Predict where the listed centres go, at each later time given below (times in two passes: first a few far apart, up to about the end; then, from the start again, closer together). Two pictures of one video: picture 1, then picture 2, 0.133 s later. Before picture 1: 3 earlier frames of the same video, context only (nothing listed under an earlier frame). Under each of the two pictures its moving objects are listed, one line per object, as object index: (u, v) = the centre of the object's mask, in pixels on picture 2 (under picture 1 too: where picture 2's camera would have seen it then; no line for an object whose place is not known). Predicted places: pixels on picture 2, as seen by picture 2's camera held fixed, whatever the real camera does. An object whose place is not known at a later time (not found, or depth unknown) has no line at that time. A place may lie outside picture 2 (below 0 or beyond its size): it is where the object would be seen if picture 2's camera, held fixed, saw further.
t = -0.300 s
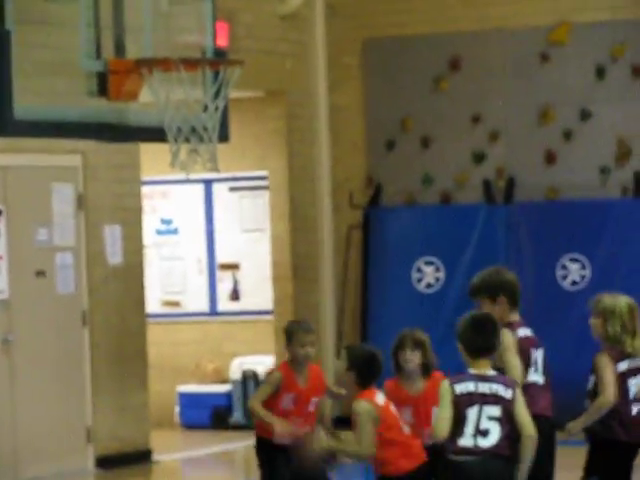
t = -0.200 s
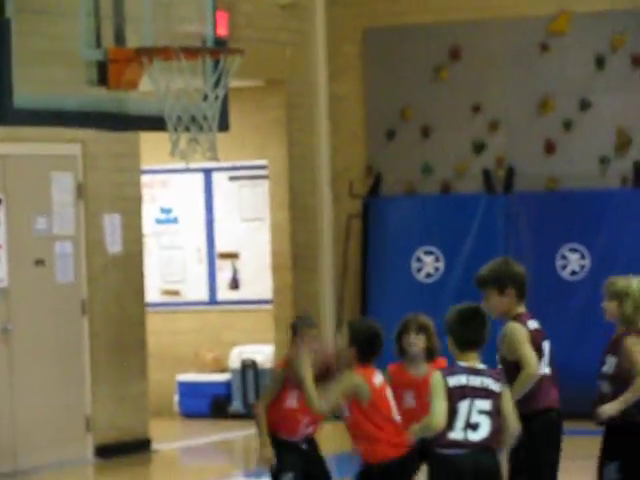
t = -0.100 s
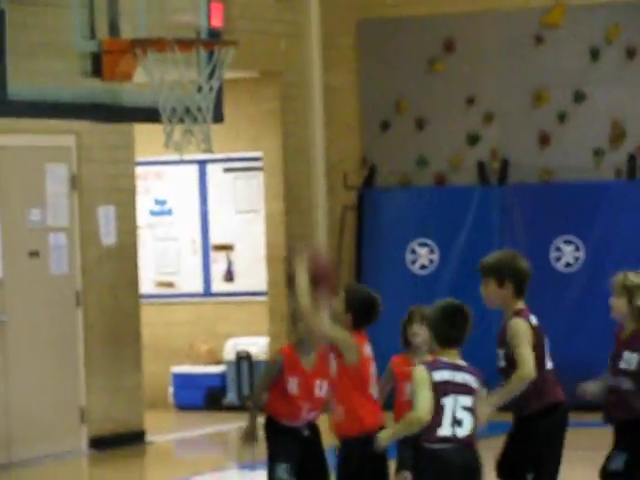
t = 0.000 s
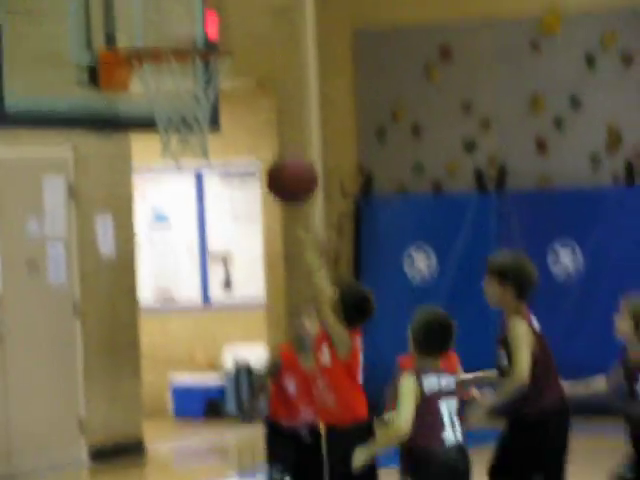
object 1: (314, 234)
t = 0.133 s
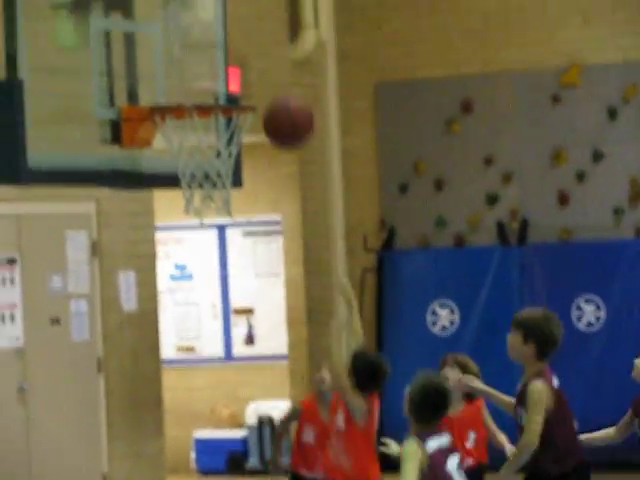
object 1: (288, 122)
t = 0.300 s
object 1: (261, 39)
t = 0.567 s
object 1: (225, 30)
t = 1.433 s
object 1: (220, 193)
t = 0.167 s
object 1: (282, 101)
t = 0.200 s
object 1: (277, 82)
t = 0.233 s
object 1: (271, 65)
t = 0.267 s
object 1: (266, 52)
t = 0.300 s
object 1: (261, 39)
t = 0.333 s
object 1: (255, 30)
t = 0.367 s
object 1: (251, 23)
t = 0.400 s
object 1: (247, 17)
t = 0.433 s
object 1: (243, 16)
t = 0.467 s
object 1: (239, 17)
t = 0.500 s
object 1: (236, 19)
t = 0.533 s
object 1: (230, 24)
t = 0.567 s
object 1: (225, 30)
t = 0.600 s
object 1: (222, 40)
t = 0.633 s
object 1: (217, 52)
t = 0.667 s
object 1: (213, 65)
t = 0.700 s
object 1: (209, 81)
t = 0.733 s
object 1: (208, 81)
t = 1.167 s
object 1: (208, 80)
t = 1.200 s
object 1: (211, 87)
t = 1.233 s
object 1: (211, 89)
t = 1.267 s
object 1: (212, 109)
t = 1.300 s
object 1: (214, 123)
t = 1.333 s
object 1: (217, 136)
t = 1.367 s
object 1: (217, 162)
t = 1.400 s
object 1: (219, 176)
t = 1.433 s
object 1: (220, 193)
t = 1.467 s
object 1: (222, 213)
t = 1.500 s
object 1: (220, 233)
